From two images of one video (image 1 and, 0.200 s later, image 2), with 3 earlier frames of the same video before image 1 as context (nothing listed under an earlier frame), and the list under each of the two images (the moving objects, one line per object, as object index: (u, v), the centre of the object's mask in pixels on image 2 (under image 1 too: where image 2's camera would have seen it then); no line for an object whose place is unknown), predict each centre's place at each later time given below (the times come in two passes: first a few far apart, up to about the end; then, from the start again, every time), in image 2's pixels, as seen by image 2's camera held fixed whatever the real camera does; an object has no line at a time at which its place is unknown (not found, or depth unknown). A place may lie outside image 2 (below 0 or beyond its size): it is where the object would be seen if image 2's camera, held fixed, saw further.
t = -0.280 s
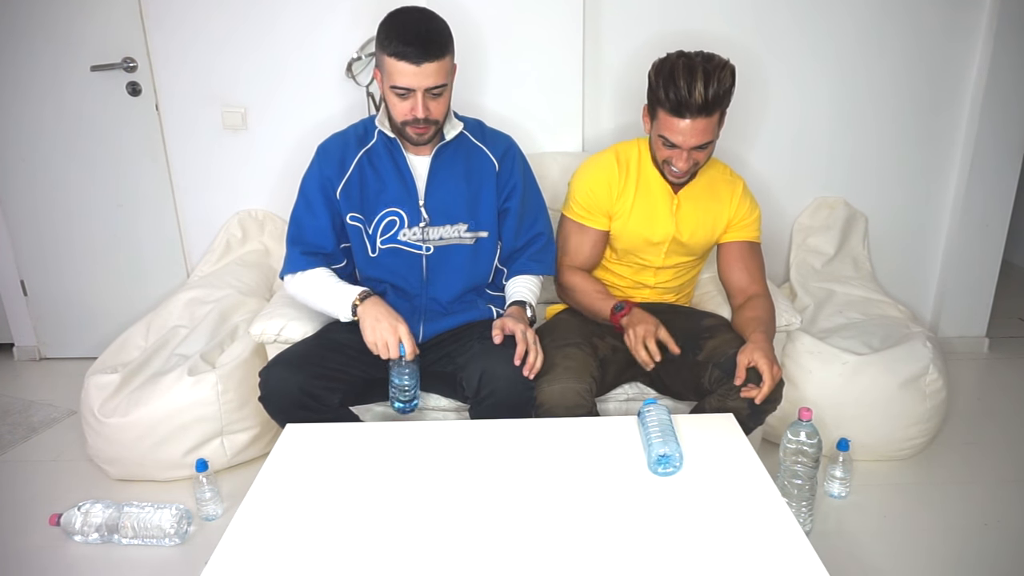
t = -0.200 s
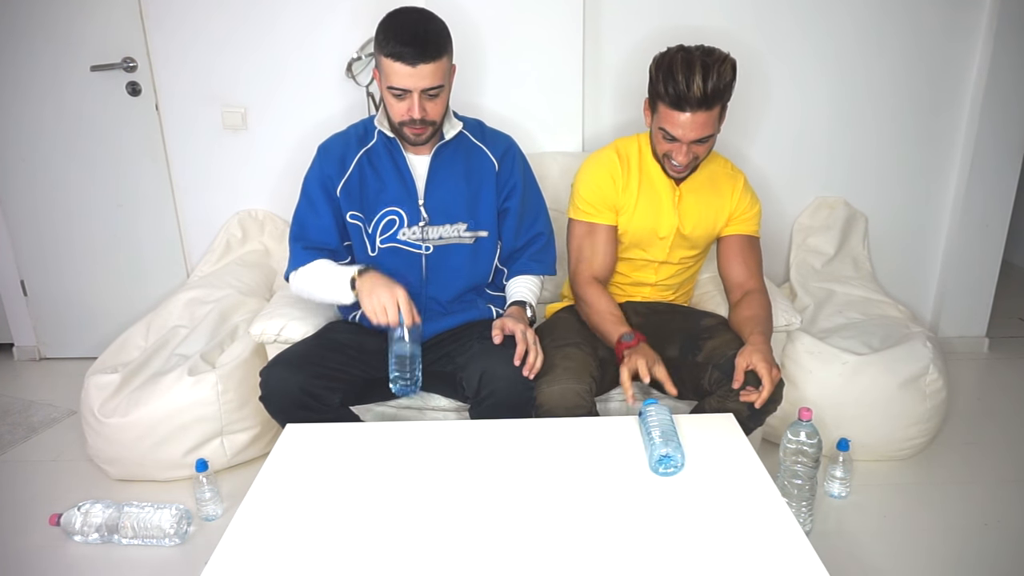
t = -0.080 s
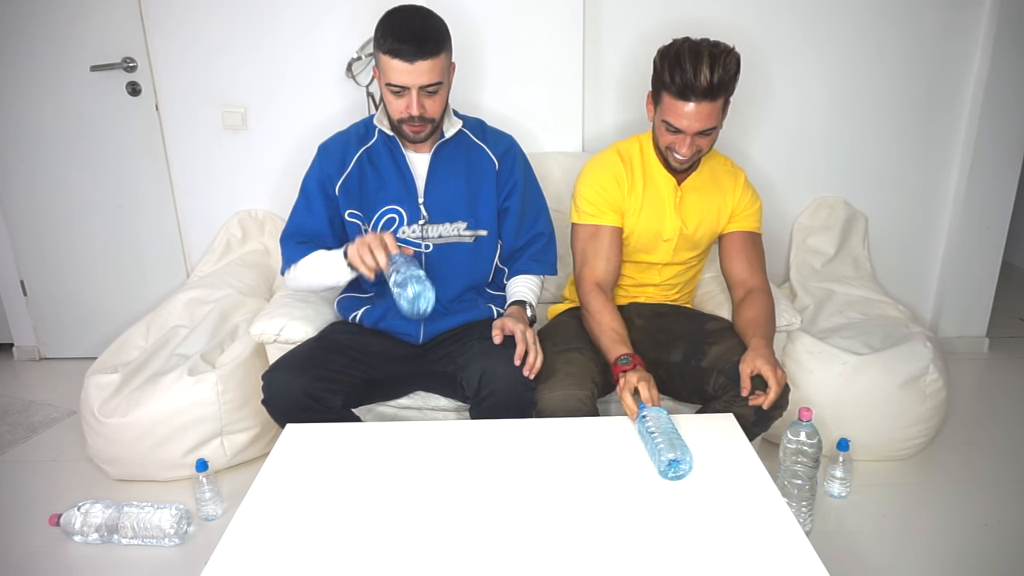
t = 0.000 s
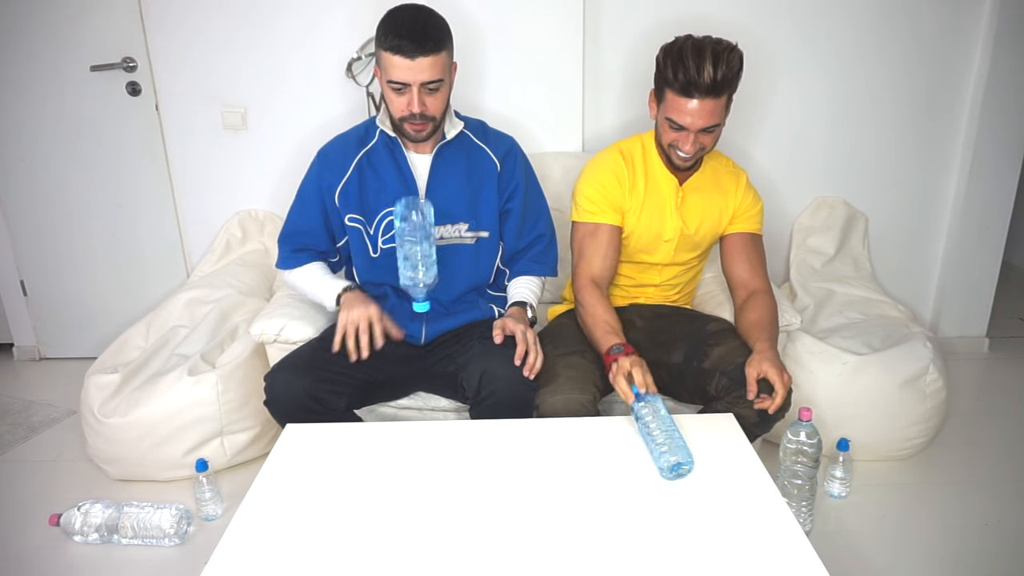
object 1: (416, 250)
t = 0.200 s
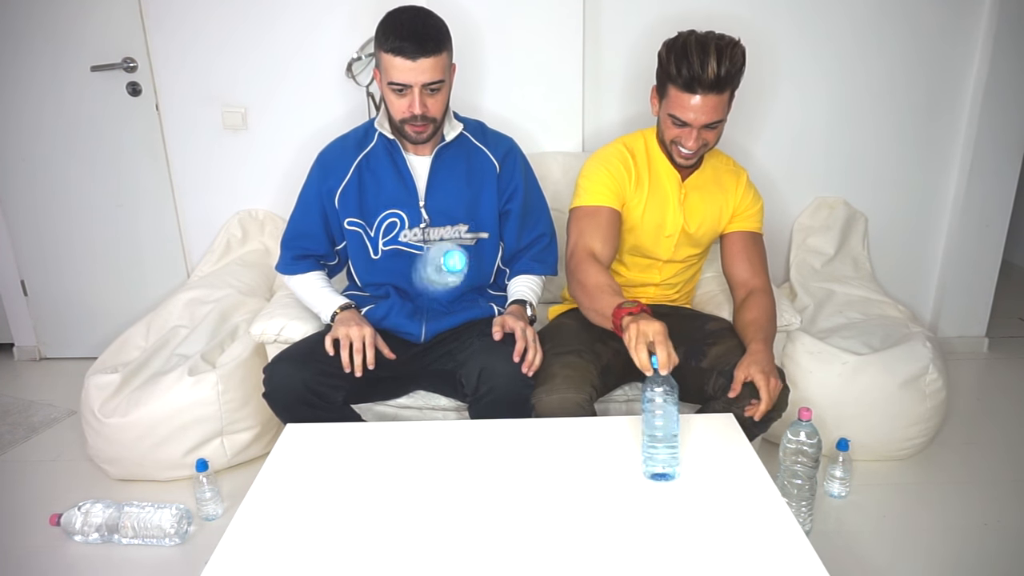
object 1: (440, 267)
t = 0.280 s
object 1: (453, 343)
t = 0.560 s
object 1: (490, 509)
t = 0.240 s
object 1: (446, 301)
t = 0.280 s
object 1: (453, 343)
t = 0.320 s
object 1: (460, 396)
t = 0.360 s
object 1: (467, 452)
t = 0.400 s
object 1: (470, 455)
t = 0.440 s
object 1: (477, 469)
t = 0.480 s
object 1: (484, 480)
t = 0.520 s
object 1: (487, 494)
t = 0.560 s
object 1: (490, 509)
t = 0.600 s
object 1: (491, 514)
